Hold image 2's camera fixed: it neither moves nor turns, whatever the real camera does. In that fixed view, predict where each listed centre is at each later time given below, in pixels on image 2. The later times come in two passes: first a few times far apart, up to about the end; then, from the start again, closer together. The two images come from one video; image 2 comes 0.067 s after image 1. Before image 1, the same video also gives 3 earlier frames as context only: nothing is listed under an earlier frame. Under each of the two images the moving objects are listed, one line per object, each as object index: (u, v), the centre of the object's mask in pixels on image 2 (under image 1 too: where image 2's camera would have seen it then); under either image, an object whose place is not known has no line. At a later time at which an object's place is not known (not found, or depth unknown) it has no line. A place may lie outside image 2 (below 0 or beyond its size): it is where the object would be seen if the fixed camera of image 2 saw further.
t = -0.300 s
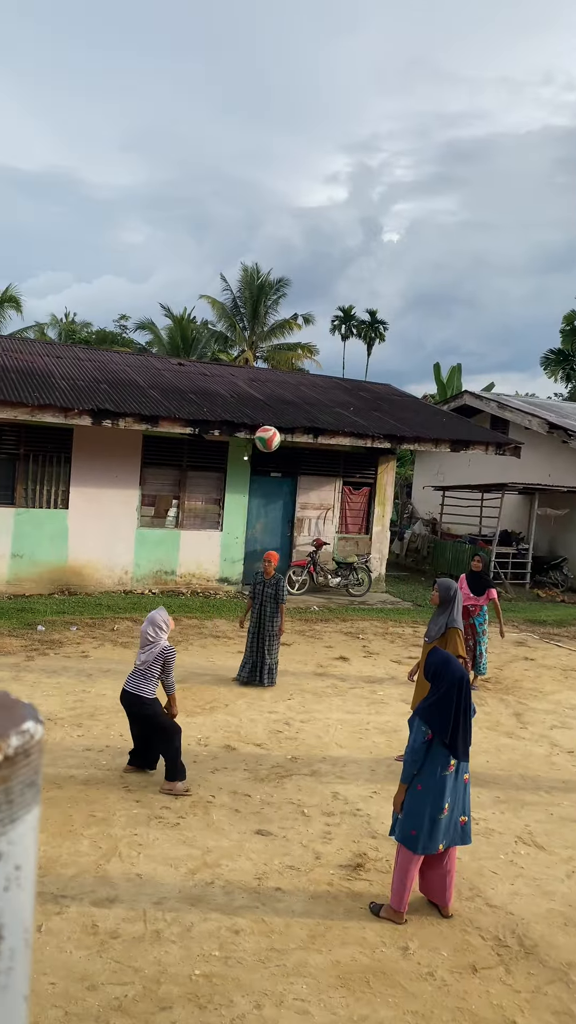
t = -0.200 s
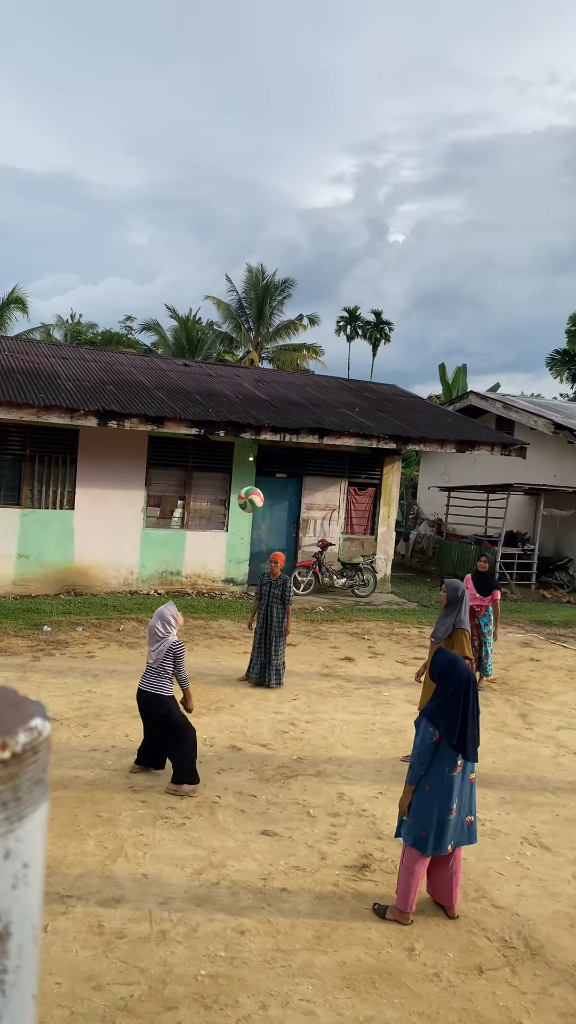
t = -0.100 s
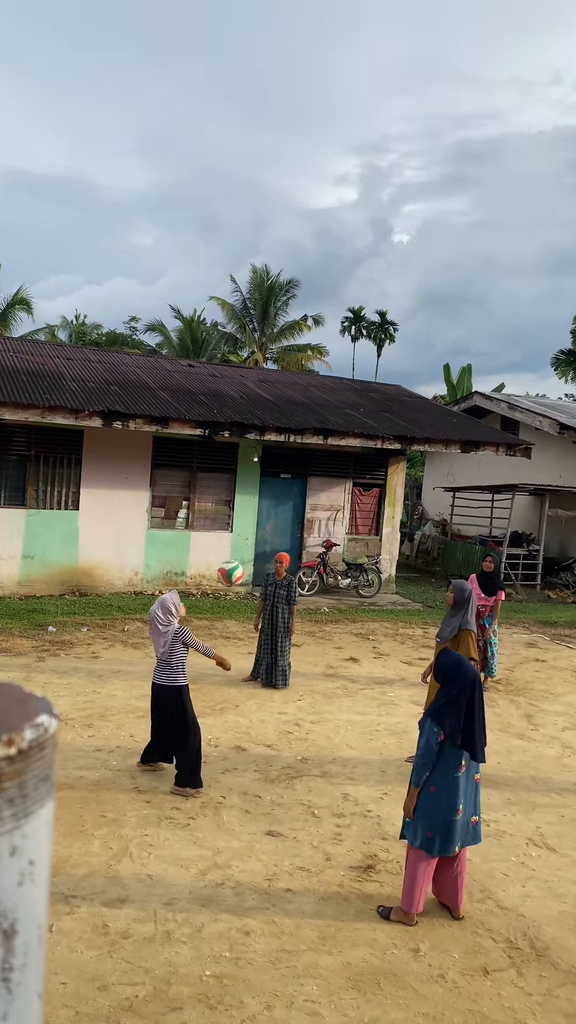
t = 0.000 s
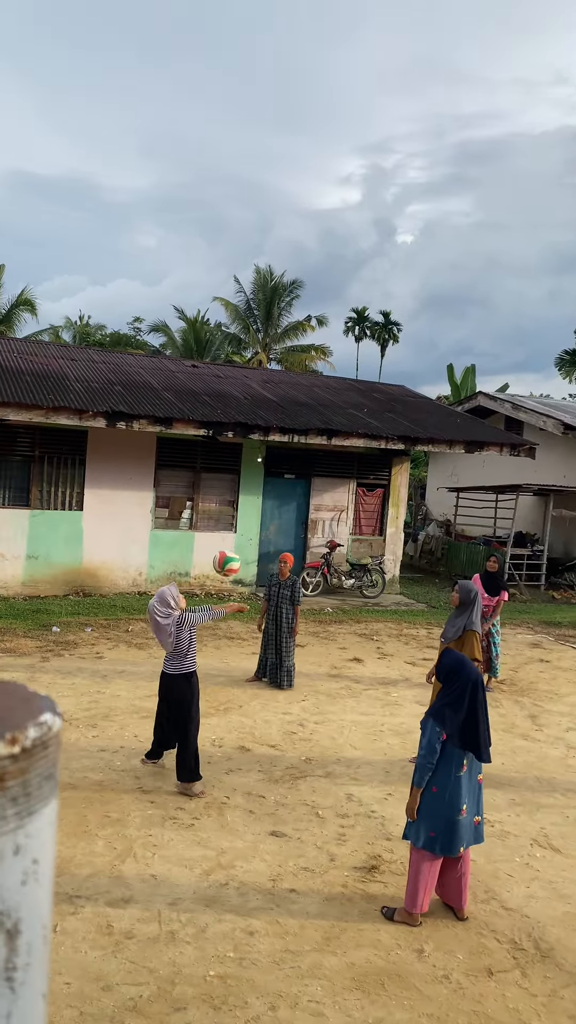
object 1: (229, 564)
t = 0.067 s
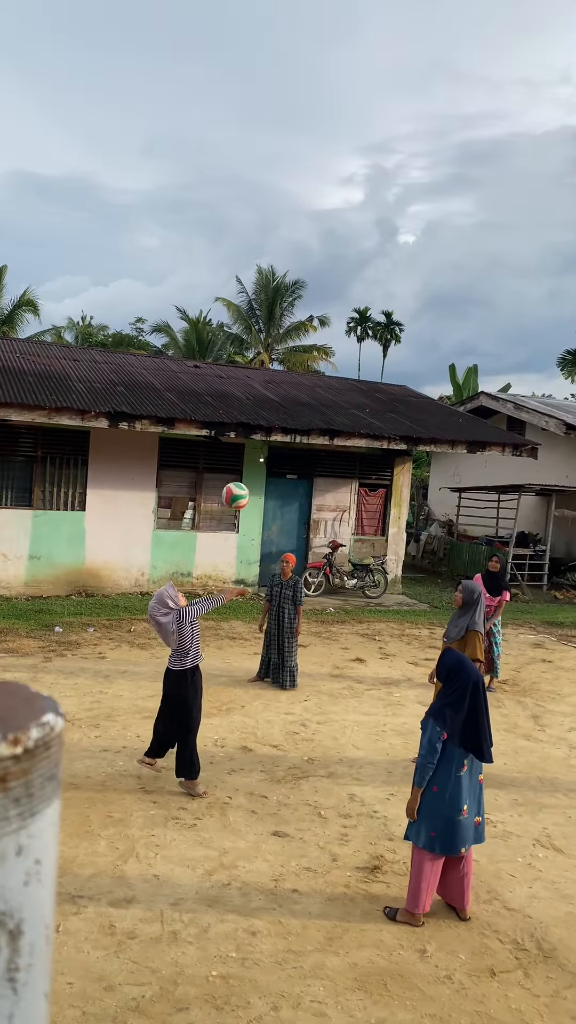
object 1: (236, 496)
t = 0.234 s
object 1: (252, 350)
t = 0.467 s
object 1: (274, 199)
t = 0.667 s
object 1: (288, 127)
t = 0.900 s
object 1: (298, 118)
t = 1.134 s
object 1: (302, 196)
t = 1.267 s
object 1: (301, 283)
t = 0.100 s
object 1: (239, 464)
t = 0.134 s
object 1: (242, 434)
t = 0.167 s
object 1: (245, 404)
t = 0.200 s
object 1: (249, 376)
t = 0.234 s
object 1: (252, 350)
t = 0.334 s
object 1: (262, 276)
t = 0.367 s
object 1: (265, 255)
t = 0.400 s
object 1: (268, 235)
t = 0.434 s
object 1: (271, 216)
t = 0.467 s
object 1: (274, 199)
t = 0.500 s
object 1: (277, 183)
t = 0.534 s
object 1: (279, 169)
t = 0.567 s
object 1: (282, 156)
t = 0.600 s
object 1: (284, 145)
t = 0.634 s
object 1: (286, 136)
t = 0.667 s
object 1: (288, 127)
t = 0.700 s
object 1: (290, 121)
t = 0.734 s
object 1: (291, 116)
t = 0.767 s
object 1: (293, 113)
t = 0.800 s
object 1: (295, 111)
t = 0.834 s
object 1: (296, 112)
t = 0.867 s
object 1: (297, 114)
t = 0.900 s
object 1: (298, 118)
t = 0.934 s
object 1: (299, 124)
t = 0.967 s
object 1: (300, 131)
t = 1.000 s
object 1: (300, 141)
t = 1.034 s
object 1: (301, 152)
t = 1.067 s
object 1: (301, 165)
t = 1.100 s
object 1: (302, 180)
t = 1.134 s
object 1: (302, 196)
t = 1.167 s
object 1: (302, 215)
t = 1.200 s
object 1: (302, 236)
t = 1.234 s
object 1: (302, 259)
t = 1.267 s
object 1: (301, 283)
